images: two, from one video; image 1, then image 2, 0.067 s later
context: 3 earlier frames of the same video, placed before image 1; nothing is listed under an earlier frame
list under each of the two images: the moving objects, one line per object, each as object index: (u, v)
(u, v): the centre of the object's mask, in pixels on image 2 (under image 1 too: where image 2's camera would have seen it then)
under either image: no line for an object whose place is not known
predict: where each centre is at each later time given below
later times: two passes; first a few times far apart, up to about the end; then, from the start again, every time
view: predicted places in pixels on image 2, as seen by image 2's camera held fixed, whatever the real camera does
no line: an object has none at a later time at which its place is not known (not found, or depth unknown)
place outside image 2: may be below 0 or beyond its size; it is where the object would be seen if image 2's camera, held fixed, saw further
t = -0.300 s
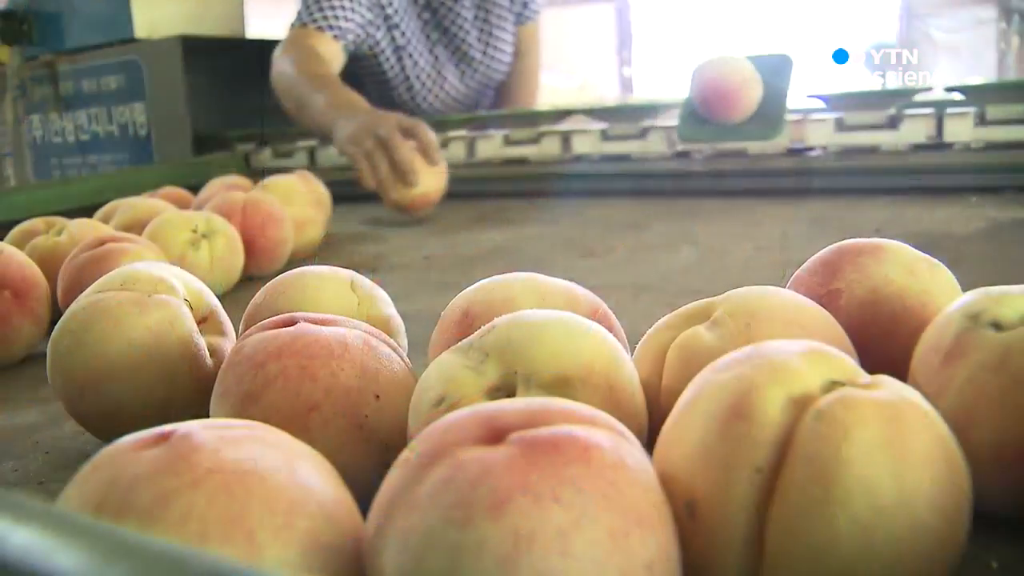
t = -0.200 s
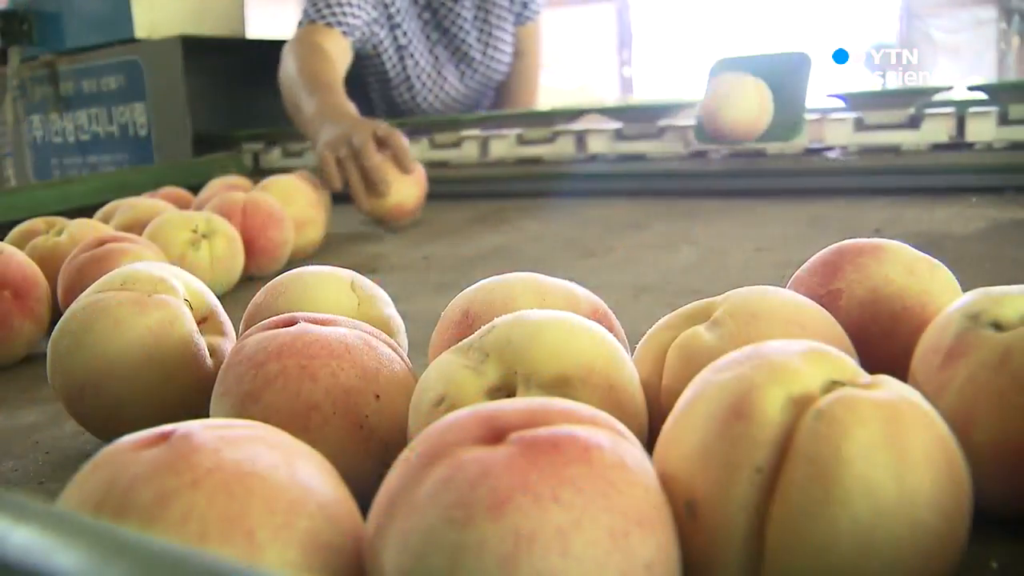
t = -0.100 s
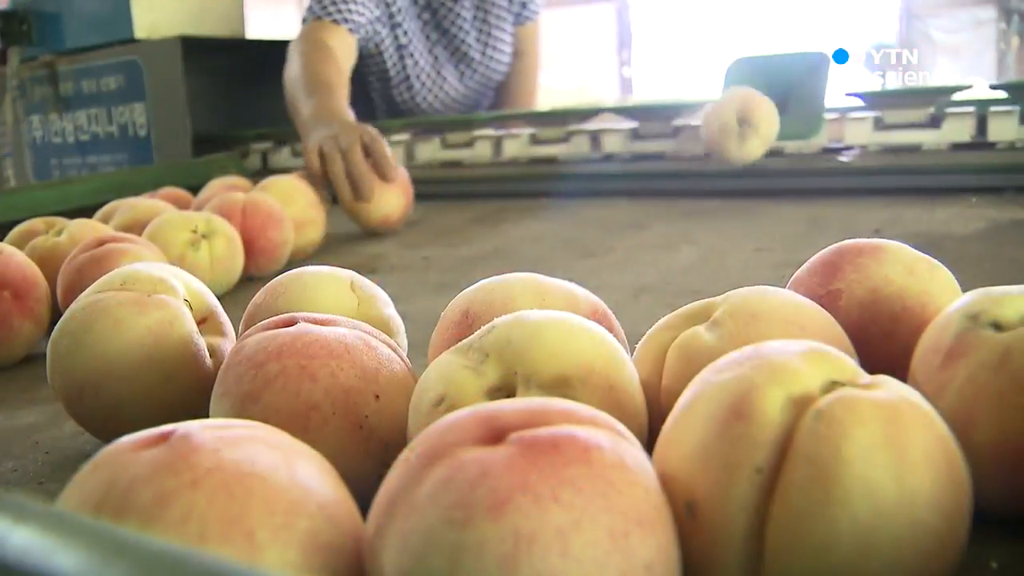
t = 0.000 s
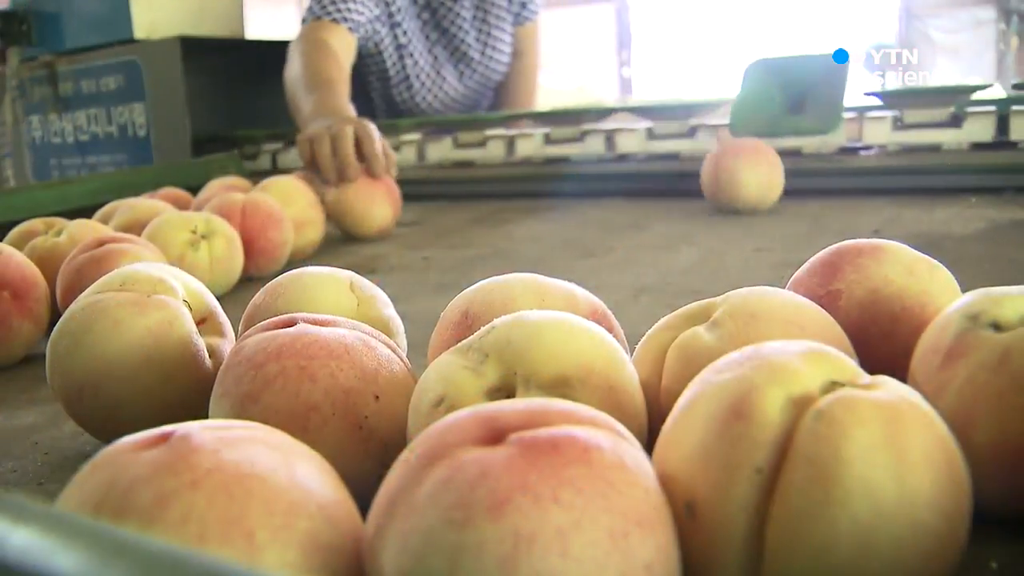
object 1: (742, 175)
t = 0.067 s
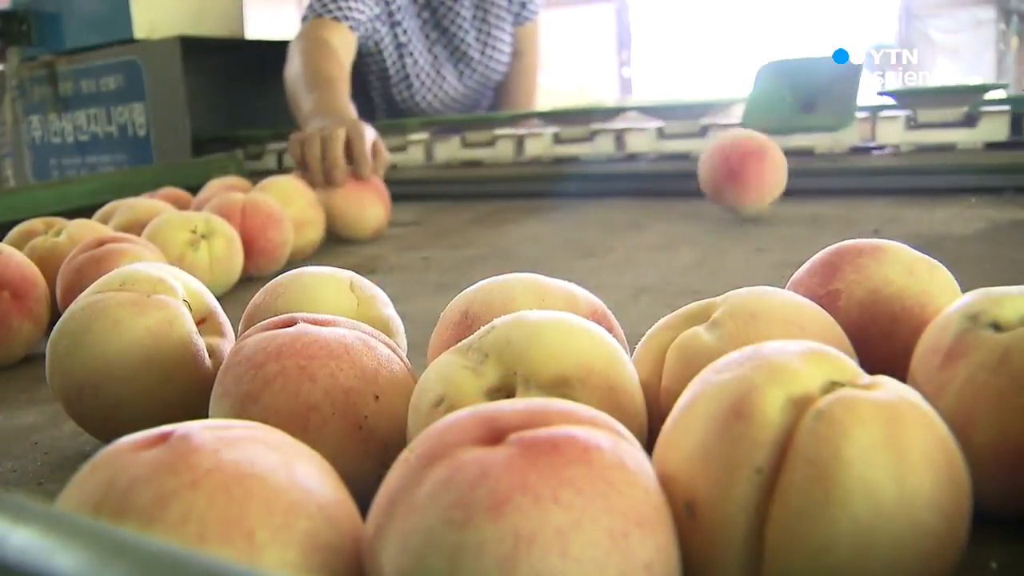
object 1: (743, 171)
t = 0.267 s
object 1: (745, 205)
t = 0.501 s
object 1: (747, 241)
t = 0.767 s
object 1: (722, 272)
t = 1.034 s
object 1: (695, 279)
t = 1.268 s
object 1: (698, 279)
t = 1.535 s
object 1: (698, 279)
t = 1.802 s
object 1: (698, 279)
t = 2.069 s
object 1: (698, 279)
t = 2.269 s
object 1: (698, 279)
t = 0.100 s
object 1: (743, 177)
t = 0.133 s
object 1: (743, 186)
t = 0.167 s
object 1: (744, 190)
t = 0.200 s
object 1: (744, 199)
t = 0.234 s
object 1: (744, 198)
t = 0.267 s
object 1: (745, 205)
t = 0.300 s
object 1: (747, 210)
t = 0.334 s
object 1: (750, 219)
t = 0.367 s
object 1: (751, 228)
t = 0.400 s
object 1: (751, 224)
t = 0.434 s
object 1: (750, 230)
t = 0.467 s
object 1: (749, 235)
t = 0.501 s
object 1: (747, 241)
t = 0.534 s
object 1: (746, 247)
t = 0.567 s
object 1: (745, 247)
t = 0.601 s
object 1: (744, 249)
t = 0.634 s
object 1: (744, 252)
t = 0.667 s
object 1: (744, 257)
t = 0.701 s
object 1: (739, 264)
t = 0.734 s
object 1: (731, 270)
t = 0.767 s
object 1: (722, 272)
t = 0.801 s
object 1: (713, 274)
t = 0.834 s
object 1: (707, 275)
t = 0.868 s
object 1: (701, 278)
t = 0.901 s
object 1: (697, 279)
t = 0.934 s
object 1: (695, 279)
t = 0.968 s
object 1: (694, 279)
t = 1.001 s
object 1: (694, 279)
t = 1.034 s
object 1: (695, 279)
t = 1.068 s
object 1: (696, 279)
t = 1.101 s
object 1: (696, 279)
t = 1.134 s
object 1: (697, 279)
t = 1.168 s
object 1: (697, 279)
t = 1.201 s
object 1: (698, 279)
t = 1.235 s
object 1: (698, 279)
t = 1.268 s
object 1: (698, 279)
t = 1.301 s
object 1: (698, 279)
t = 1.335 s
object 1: (697, 279)
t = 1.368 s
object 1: (697, 279)
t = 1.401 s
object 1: (697, 279)
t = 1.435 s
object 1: (698, 279)
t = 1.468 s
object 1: (698, 279)
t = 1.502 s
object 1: (698, 279)
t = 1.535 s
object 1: (698, 279)
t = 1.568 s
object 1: (698, 279)
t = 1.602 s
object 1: (698, 279)
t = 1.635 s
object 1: (698, 279)
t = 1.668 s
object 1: (698, 279)
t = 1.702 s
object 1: (698, 279)
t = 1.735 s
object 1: (698, 279)
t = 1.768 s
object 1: (698, 279)
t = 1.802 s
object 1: (698, 279)
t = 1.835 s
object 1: (698, 279)
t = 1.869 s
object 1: (698, 279)
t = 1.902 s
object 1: (698, 279)
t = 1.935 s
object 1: (698, 279)
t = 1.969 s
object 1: (698, 279)
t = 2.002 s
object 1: (698, 279)
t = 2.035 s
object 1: (698, 279)
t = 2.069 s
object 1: (698, 279)
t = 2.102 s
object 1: (698, 279)
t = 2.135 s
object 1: (698, 279)
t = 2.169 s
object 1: (698, 279)
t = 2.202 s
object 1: (698, 279)
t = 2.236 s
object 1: (698, 279)
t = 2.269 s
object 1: (698, 279)
